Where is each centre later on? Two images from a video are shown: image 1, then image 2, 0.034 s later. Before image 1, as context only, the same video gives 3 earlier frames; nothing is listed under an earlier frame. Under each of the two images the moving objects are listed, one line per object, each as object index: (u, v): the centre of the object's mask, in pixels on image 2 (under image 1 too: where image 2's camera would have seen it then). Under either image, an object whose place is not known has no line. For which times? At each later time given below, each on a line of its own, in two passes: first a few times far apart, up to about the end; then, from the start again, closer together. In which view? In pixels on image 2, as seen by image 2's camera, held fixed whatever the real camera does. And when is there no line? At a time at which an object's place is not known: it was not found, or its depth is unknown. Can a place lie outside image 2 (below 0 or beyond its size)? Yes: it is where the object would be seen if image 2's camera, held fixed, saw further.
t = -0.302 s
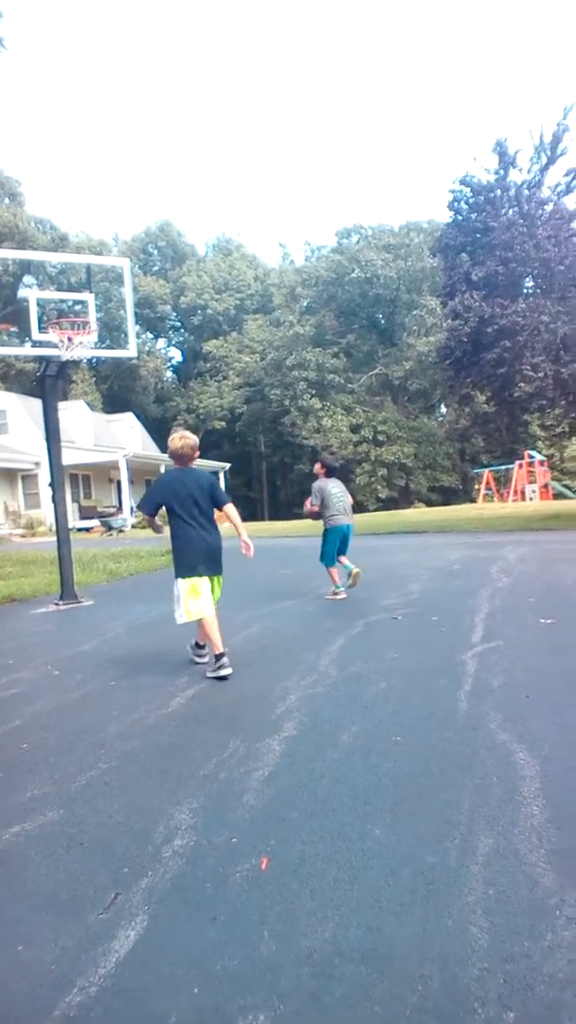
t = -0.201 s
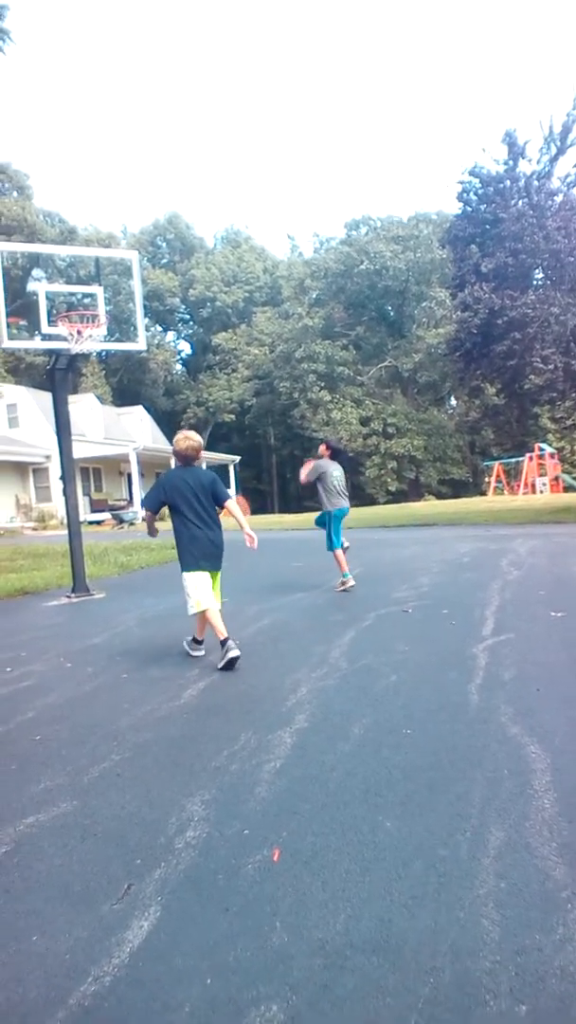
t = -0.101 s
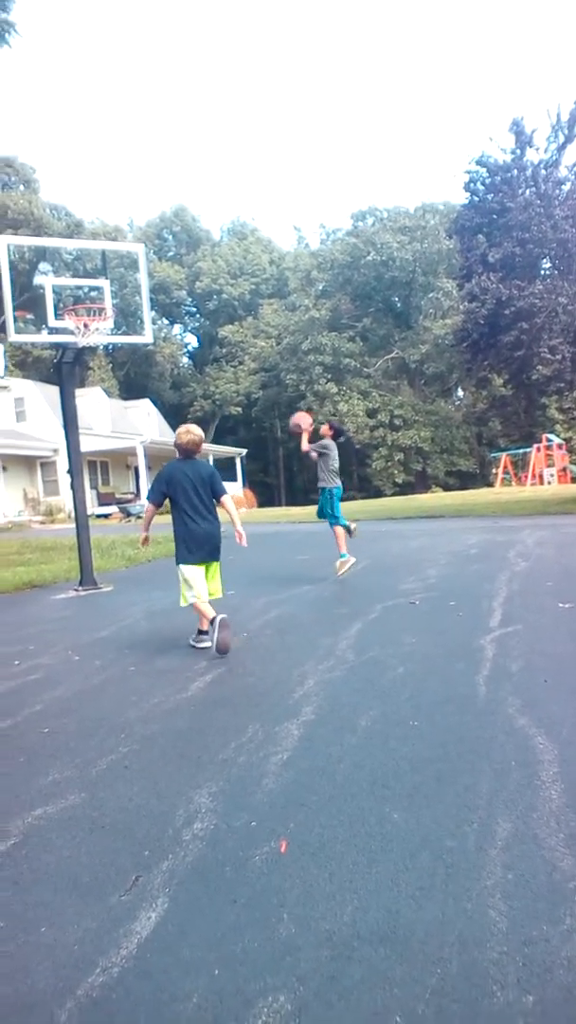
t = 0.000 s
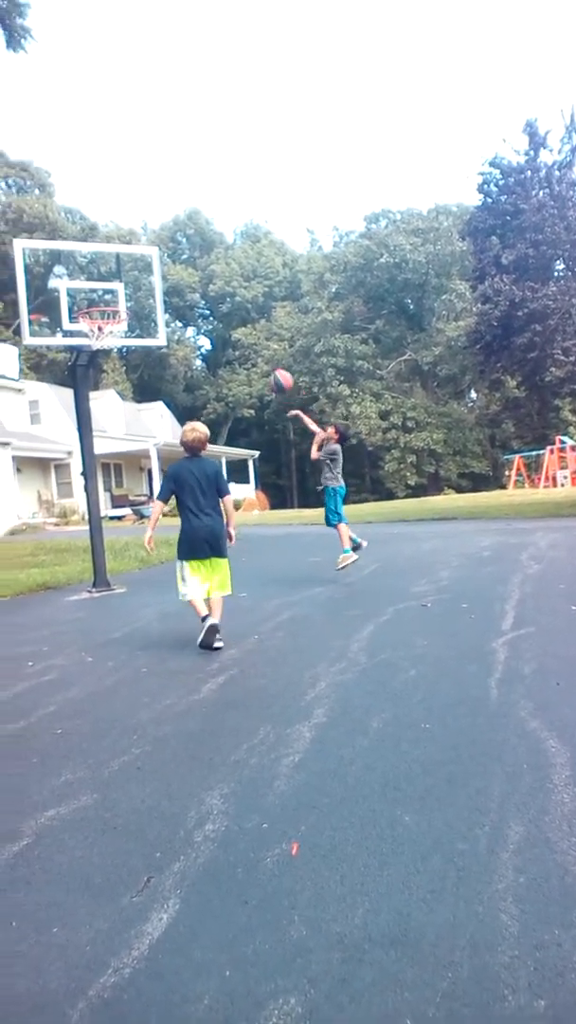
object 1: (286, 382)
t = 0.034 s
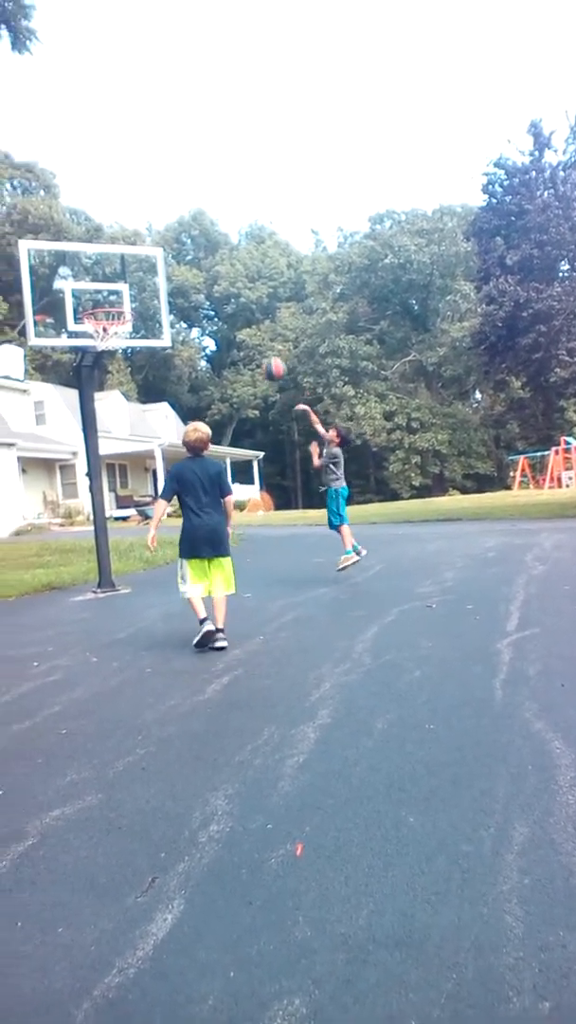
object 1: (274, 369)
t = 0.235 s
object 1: (207, 309)
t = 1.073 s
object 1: (105, 332)
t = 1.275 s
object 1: (102, 332)
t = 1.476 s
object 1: (122, 341)
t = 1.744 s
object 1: (110, 363)
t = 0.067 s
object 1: (263, 356)
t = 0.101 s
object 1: (253, 345)
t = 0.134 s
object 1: (239, 332)
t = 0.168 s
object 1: (229, 323)
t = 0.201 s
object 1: (218, 316)
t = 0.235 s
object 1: (207, 309)
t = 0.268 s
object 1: (197, 303)
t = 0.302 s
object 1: (186, 300)
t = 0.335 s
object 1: (175, 298)
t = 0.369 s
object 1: (165, 297)
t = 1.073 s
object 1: (105, 332)
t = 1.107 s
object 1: (101, 335)
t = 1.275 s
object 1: (102, 332)
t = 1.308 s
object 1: (106, 332)
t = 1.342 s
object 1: (108, 332)
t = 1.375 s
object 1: (111, 333)
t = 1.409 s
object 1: (112, 333)
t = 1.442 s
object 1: (113, 334)
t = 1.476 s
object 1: (122, 341)
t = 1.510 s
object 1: (125, 337)
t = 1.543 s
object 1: (119, 335)
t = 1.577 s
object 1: (117, 350)
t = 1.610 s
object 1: (117, 352)
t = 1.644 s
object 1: (116, 350)
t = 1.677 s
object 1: (113, 355)
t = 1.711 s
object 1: (111, 359)
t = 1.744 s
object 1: (110, 363)
